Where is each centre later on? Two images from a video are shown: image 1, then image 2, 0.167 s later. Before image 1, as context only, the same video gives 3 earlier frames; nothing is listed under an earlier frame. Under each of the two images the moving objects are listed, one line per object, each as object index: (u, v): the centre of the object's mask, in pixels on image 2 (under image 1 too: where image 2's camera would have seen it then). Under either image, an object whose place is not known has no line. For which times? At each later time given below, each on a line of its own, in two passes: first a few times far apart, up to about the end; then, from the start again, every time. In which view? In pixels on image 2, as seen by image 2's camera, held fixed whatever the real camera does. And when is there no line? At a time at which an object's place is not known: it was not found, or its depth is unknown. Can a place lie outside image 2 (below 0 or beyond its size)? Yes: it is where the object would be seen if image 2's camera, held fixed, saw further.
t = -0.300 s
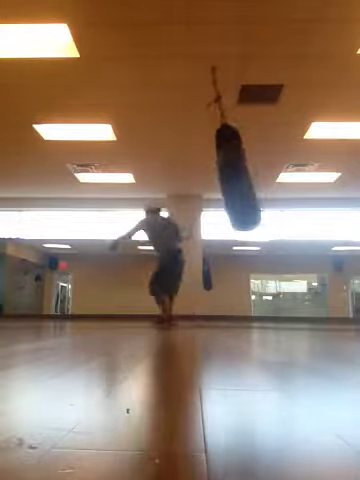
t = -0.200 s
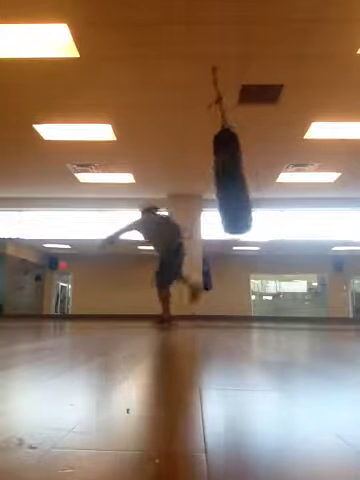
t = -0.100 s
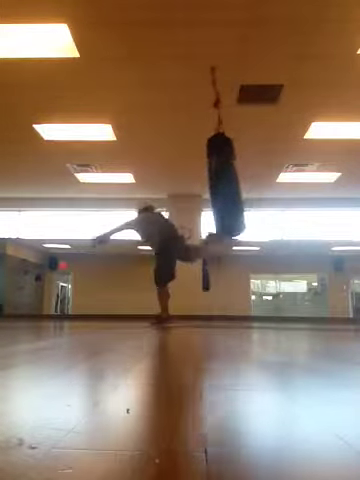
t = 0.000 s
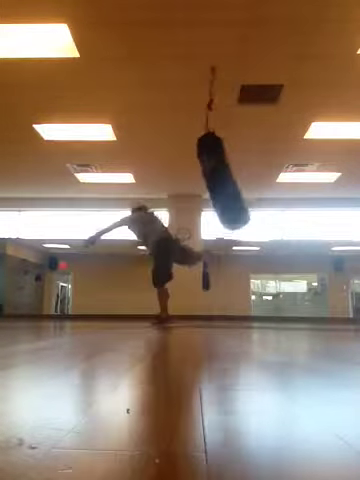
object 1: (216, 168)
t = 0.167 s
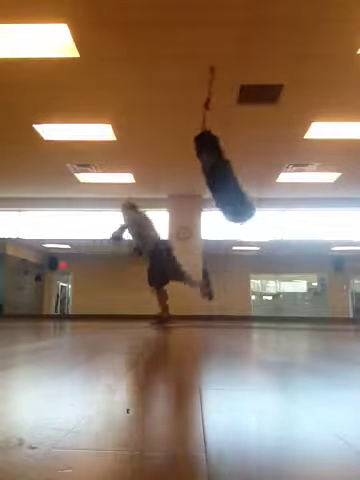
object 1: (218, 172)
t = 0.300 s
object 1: (221, 170)
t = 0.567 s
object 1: (226, 163)
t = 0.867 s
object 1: (206, 164)
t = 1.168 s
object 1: (209, 165)
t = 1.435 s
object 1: (200, 164)
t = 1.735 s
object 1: (205, 168)
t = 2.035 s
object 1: (213, 168)
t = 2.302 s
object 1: (218, 169)
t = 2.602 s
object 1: (224, 167)
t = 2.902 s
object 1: (222, 166)
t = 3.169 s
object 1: (216, 167)
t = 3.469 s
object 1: (208, 167)
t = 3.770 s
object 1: (202, 166)
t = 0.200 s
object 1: (218, 172)
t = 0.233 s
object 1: (217, 167)
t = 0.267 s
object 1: (220, 171)
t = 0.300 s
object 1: (221, 170)
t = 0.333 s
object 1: (224, 166)
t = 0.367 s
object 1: (226, 166)
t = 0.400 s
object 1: (227, 165)
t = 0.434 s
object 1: (228, 163)
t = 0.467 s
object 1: (228, 164)
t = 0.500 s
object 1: (228, 165)
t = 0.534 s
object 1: (227, 163)
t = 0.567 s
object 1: (226, 163)
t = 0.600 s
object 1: (224, 164)
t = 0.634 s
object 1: (222, 165)
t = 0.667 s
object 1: (219, 166)
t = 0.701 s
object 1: (215, 166)
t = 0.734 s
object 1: (212, 166)
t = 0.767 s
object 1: (210, 165)
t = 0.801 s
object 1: (208, 164)
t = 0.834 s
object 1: (207, 164)
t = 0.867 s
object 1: (206, 164)
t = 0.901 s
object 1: (206, 164)
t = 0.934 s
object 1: (206, 164)
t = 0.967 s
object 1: (206, 164)
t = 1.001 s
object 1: (207, 166)
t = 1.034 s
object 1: (208, 174)
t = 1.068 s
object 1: (209, 166)
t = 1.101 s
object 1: (209, 165)
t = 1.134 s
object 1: (209, 165)
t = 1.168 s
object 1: (209, 165)
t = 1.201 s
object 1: (207, 165)
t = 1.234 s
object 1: (206, 166)
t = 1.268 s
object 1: (204, 167)
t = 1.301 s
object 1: (203, 166)
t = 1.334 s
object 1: (201, 165)
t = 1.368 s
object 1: (200, 164)
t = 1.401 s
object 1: (200, 164)
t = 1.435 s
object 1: (200, 164)
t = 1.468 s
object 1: (200, 164)
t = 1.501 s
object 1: (200, 164)
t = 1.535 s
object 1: (201, 164)
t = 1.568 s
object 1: (202, 165)
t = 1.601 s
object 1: (203, 165)
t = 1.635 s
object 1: (204, 167)
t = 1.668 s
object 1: (204, 168)
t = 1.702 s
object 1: (205, 168)
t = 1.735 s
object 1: (205, 168)
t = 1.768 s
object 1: (205, 168)
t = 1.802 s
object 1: (206, 169)
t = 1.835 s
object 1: (206, 170)
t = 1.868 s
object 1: (206, 169)
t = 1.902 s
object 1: (207, 169)
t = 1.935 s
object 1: (209, 168)
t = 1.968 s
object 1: (210, 168)
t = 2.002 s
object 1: (211, 168)
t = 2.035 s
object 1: (213, 168)
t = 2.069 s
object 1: (214, 168)
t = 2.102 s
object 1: (215, 168)
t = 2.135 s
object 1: (216, 169)
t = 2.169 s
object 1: (216, 169)
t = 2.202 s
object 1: (217, 169)
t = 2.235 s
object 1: (217, 169)
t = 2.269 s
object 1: (218, 169)
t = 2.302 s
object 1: (218, 169)
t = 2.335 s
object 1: (219, 169)
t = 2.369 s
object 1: (220, 169)
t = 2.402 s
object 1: (221, 168)
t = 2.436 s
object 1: (222, 168)
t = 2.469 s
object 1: (223, 168)
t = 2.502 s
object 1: (223, 167)
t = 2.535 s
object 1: (224, 167)
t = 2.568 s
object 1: (224, 167)
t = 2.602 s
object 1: (224, 167)
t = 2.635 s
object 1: (224, 167)
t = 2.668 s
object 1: (224, 167)
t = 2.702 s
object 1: (224, 167)
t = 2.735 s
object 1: (223, 167)
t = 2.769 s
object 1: (223, 167)
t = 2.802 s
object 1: (223, 167)
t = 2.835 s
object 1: (222, 166)
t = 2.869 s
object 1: (222, 166)
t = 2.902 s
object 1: (222, 166)
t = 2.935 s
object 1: (222, 165)
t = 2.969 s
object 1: (221, 166)
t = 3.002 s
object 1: (221, 165)
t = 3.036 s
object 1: (220, 165)
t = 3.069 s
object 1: (219, 165)
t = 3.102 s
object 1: (218, 166)
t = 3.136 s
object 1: (217, 167)
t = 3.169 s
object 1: (216, 167)
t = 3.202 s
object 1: (215, 167)
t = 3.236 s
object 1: (214, 167)
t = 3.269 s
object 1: (213, 167)
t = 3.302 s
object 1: (212, 167)
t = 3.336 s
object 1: (211, 167)
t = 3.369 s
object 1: (210, 167)
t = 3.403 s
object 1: (209, 167)
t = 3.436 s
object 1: (209, 166)
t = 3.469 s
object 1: (208, 167)
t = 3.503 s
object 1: (207, 168)
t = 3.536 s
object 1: (206, 168)
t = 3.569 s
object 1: (205, 168)
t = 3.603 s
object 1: (204, 168)
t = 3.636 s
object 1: (204, 168)
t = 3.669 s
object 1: (204, 167)
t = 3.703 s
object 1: (203, 167)
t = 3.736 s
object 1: (203, 167)
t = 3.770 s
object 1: (202, 166)
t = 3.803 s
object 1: (202, 167)
